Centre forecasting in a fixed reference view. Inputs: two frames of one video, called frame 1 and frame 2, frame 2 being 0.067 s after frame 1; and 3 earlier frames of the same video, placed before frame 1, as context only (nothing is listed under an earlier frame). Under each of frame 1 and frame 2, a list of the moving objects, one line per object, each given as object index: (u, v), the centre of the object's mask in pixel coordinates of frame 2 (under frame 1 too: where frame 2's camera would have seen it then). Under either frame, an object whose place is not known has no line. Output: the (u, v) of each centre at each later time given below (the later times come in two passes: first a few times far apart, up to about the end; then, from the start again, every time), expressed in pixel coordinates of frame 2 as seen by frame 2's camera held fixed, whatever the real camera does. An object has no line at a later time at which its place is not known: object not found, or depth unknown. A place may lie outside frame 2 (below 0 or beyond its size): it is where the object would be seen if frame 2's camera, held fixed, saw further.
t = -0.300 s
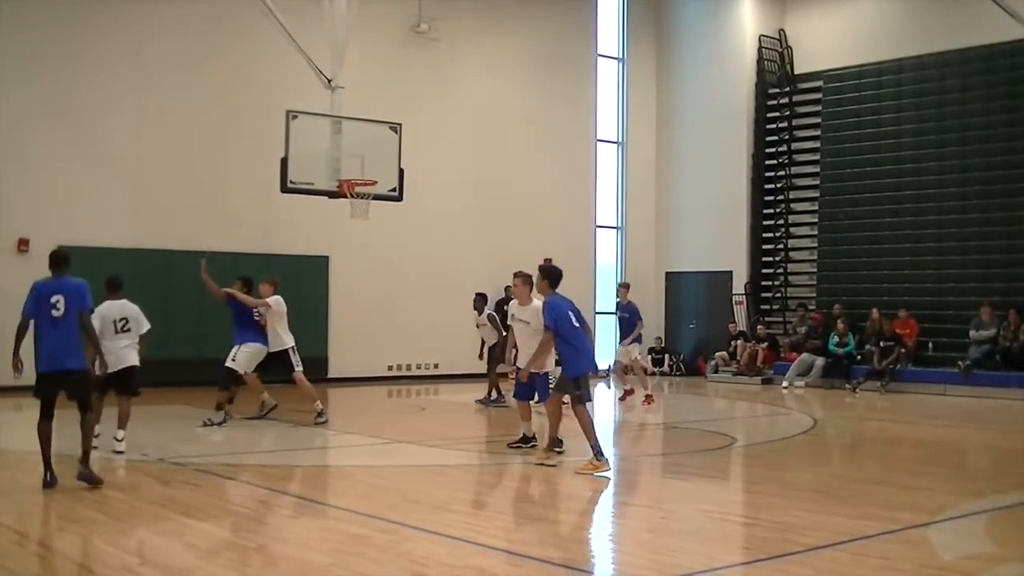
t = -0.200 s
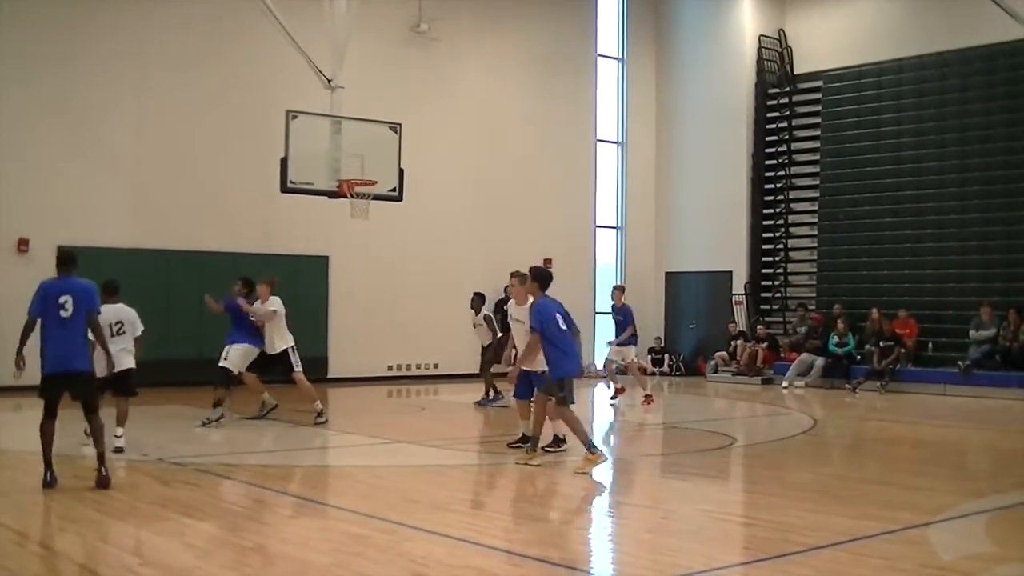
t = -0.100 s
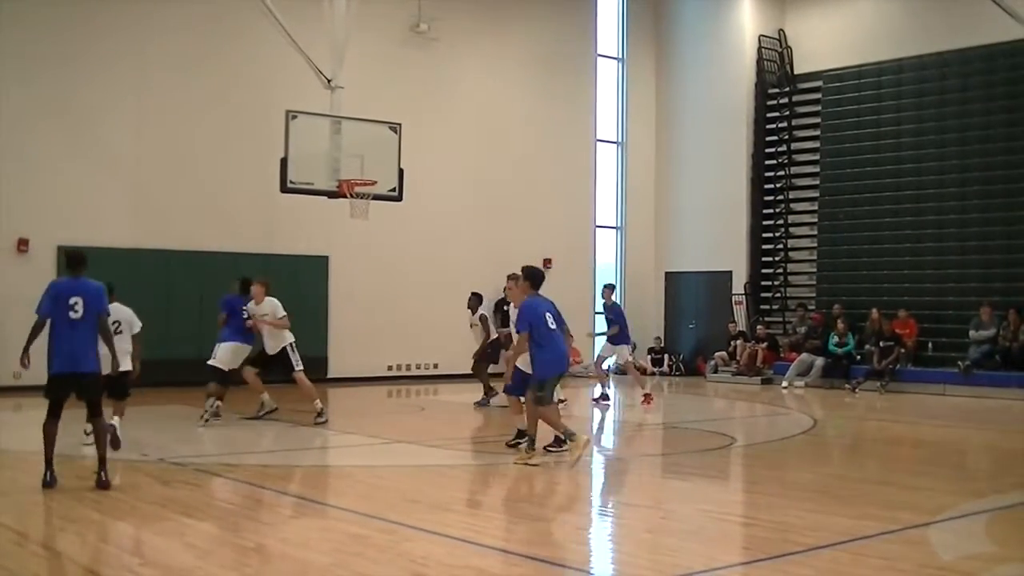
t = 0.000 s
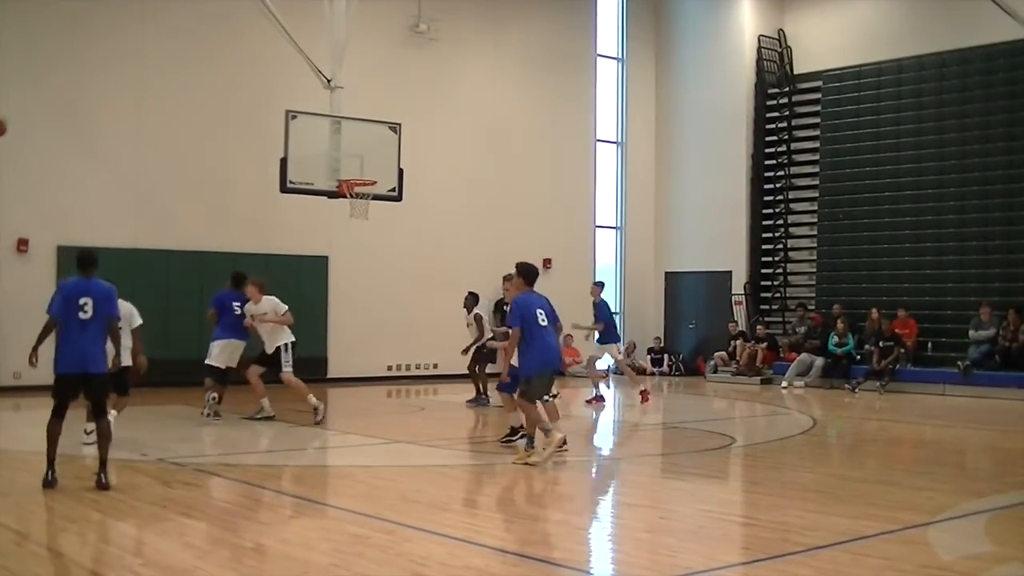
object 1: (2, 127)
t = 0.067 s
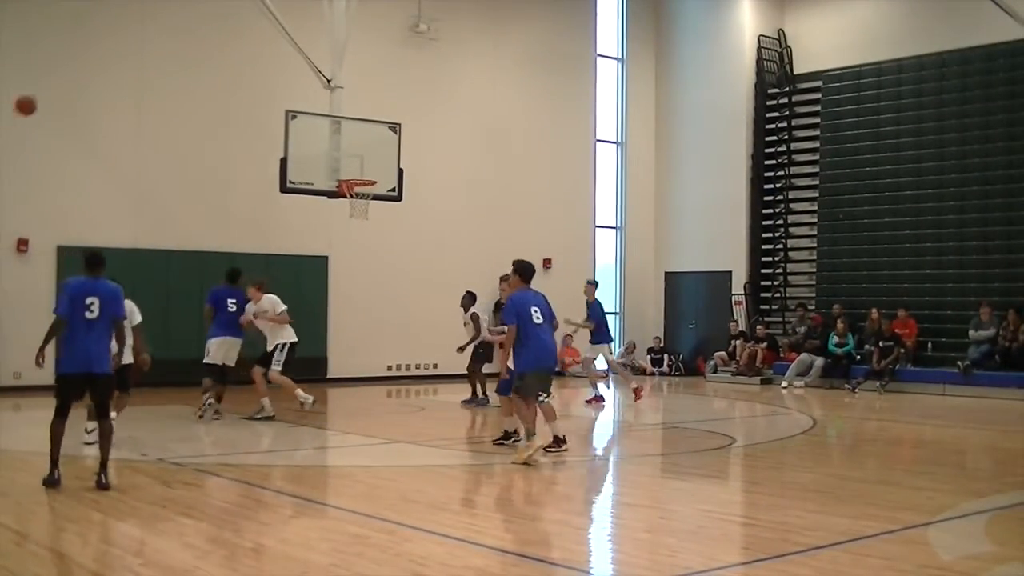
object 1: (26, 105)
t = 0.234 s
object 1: (96, 71)
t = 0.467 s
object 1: (184, 61)
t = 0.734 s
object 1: (274, 102)
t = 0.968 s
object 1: (344, 173)
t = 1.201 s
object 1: (310, 127)
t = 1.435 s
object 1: (271, 118)
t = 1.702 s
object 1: (222, 163)
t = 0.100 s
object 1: (40, 96)
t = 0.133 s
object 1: (54, 89)
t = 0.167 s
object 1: (68, 81)
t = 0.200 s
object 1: (82, 75)
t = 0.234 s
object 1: (96, 71)
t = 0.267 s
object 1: (109, 66)
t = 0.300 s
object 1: (122, 63)
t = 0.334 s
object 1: (135, 61)
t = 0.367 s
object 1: (148, 60)
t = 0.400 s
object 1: (160, 60)
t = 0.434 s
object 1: (172, 60)
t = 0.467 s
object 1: (184, 61)
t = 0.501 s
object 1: (196, 63)
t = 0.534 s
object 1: (208, 66)
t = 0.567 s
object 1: (219, 71)
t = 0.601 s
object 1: (231, 75)
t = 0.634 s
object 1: (241, 81)
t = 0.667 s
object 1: (253, 87)
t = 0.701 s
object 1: (264, 94)
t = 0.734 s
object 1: (274, 102)
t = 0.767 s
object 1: (285, 110)
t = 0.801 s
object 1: (296, 120)
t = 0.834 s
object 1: (306, 129)
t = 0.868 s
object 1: (316, 140)
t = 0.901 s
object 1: (326, 151)
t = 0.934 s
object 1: (336, 163)
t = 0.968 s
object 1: (344, 173)
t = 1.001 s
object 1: (340, 166)
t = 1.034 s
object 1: (335, 158)
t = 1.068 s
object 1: (330, 150)
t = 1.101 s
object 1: (325, 144)
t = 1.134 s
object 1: (320, 137)
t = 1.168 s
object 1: (315, 132)
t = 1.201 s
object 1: (310, 127)
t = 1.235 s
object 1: (305, 123)
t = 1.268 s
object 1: (300, 121)
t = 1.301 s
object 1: (295, 119)
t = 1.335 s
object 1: (288, 118)
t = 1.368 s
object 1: (283, 117)
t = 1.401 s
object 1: (277, 117)
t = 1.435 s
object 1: (271, 118)
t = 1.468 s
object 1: (265, 120)
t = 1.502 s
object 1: (259, 123)
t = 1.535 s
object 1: (253, 127)
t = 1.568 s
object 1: (247, 133)
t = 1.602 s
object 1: (241, 139)
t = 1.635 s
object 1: (235, 146)
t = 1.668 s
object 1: (229, 154)
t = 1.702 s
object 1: (222, 163)
